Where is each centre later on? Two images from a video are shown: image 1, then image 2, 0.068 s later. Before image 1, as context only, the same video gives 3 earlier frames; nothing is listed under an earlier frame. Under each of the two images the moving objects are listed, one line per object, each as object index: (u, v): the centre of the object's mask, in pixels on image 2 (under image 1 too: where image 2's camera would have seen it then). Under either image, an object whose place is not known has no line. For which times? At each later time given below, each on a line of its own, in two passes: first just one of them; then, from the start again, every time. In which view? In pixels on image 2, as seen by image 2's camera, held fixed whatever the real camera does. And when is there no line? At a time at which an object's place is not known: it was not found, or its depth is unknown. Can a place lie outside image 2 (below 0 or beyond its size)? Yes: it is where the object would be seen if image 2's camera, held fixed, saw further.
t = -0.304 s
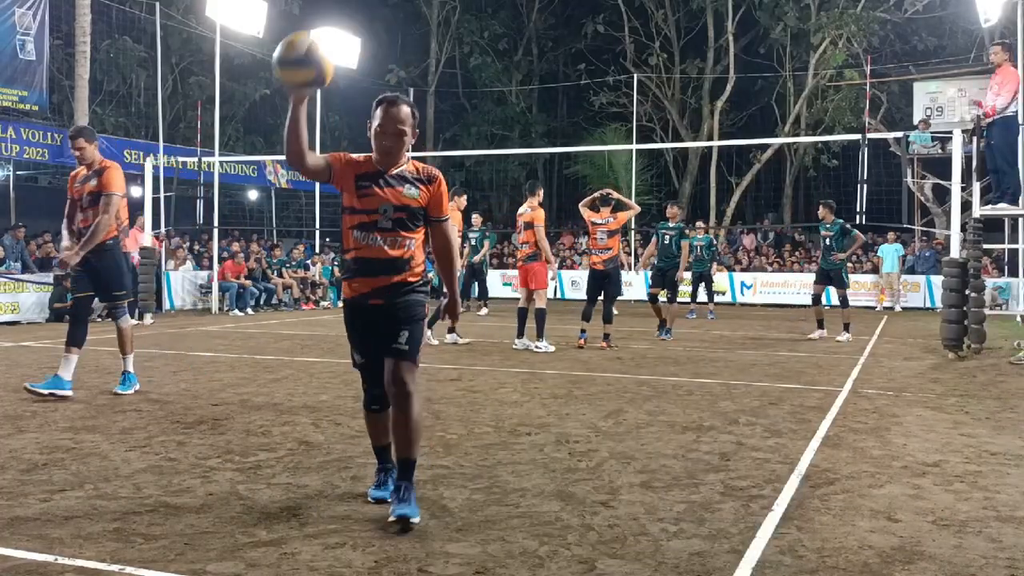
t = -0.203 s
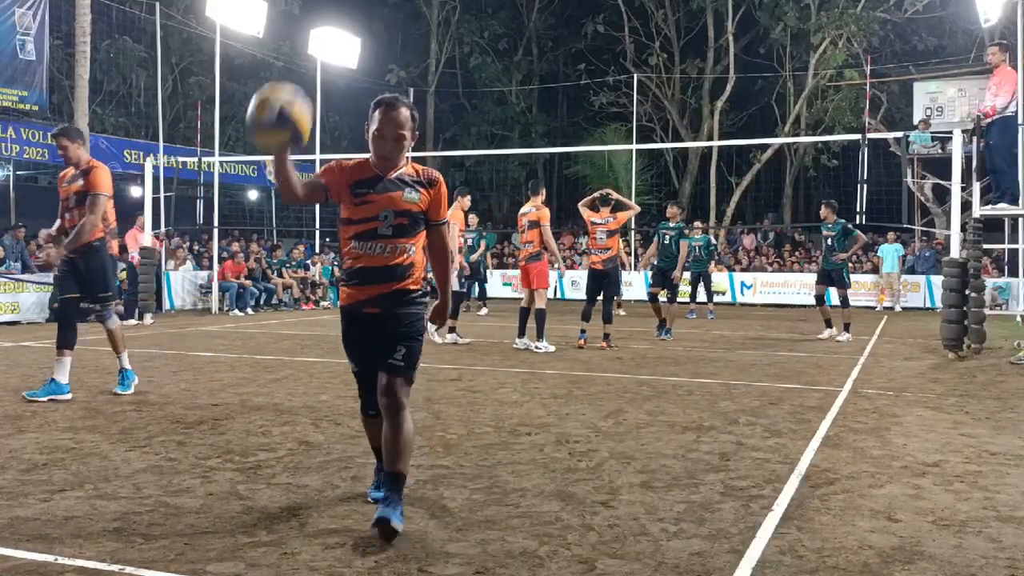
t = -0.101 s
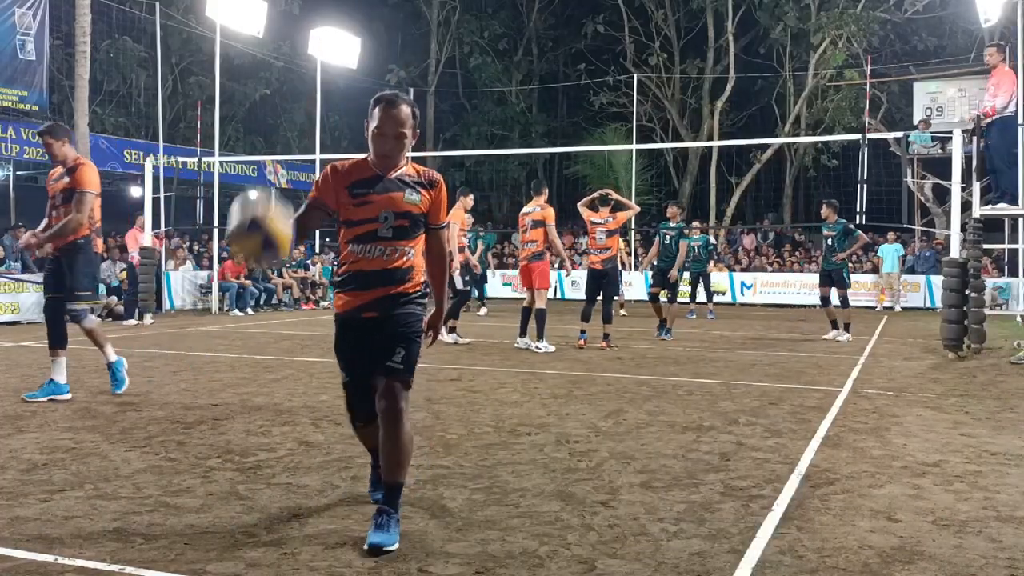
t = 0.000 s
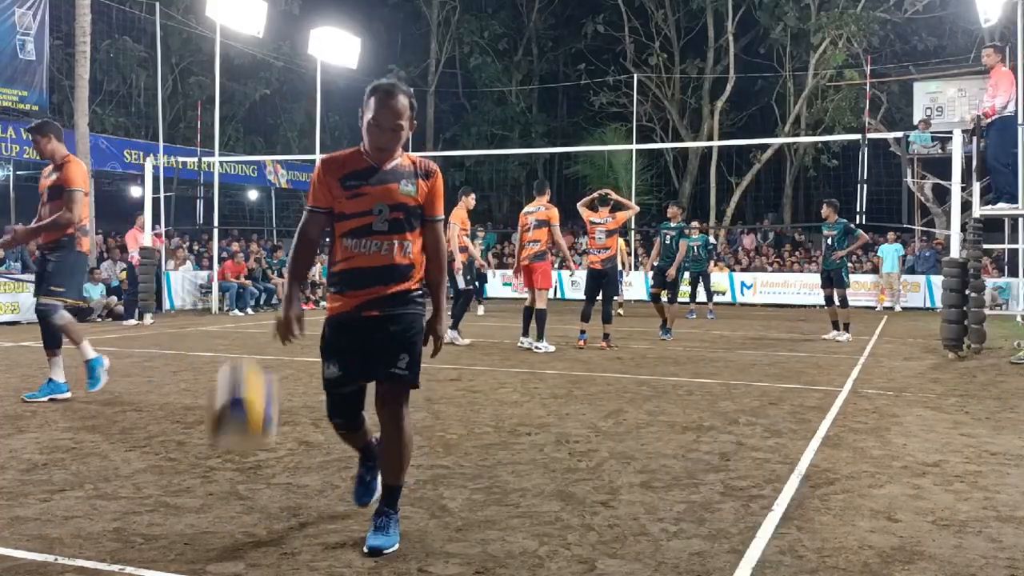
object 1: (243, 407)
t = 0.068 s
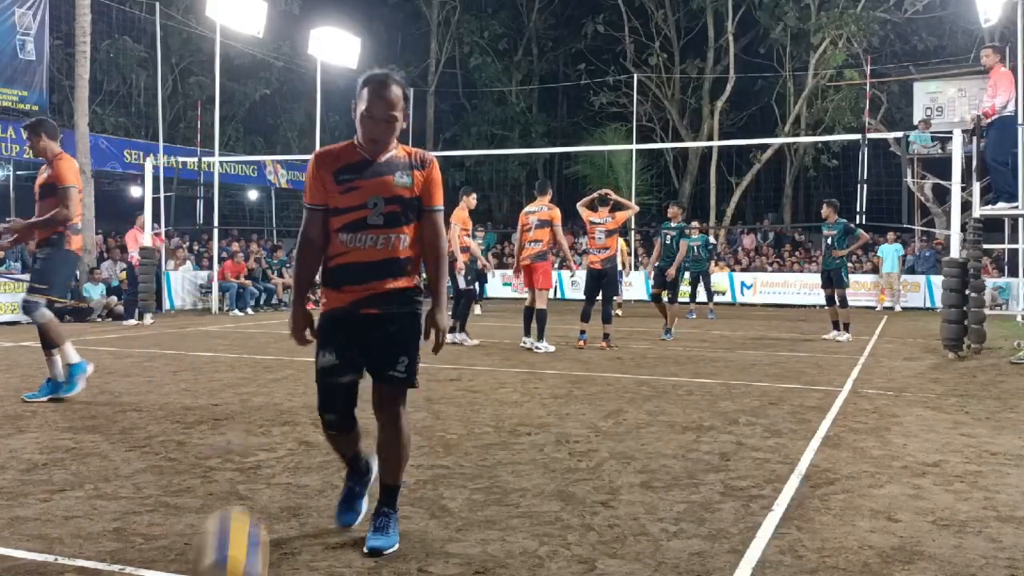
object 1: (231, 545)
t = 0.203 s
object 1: (229, 406)
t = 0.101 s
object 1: (231, 545)
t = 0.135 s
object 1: (230, 497)
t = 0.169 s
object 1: (228, 450)
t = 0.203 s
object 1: (229, 406)
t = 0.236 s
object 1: (229, 368)
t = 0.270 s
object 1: (229, 328)
